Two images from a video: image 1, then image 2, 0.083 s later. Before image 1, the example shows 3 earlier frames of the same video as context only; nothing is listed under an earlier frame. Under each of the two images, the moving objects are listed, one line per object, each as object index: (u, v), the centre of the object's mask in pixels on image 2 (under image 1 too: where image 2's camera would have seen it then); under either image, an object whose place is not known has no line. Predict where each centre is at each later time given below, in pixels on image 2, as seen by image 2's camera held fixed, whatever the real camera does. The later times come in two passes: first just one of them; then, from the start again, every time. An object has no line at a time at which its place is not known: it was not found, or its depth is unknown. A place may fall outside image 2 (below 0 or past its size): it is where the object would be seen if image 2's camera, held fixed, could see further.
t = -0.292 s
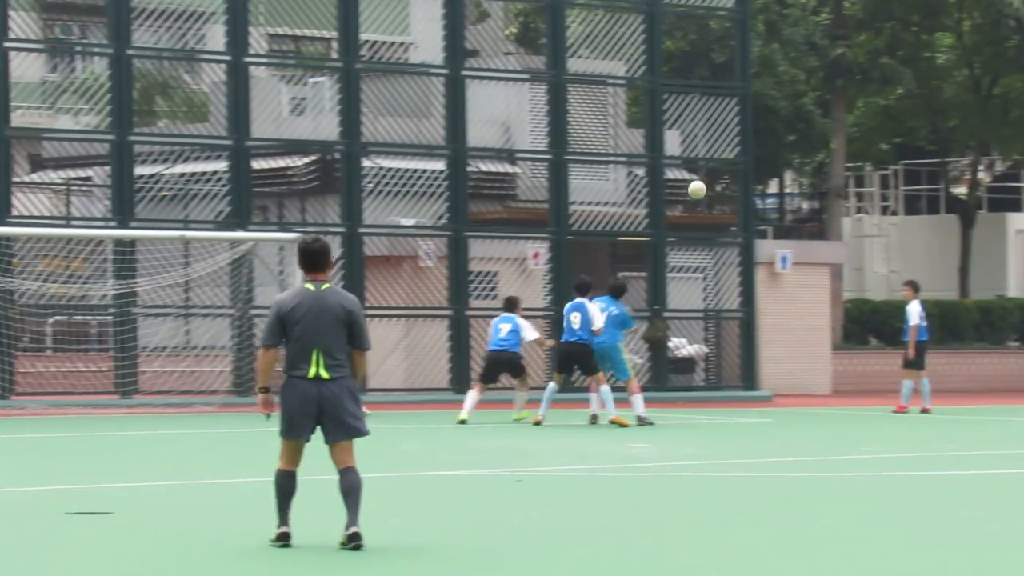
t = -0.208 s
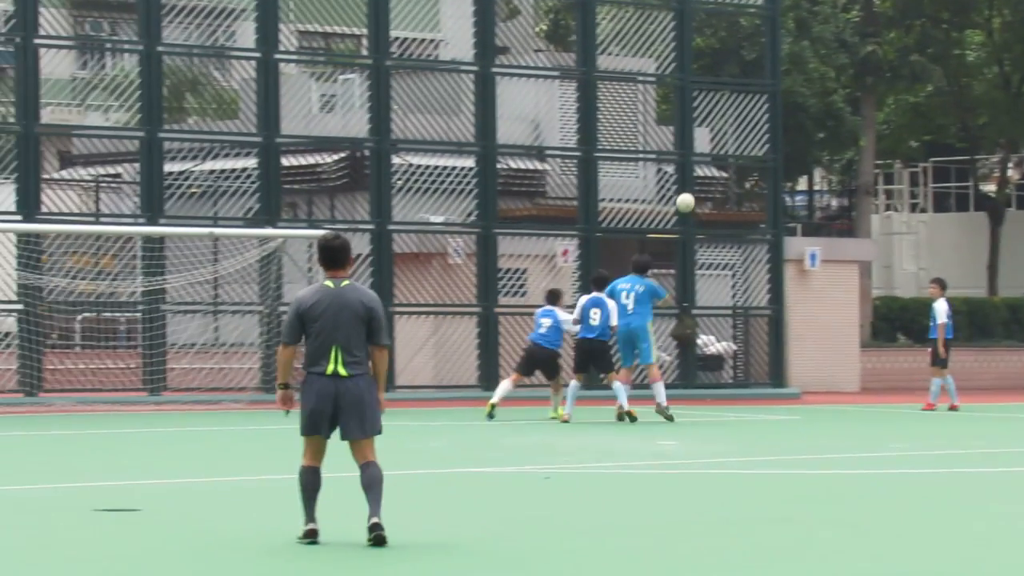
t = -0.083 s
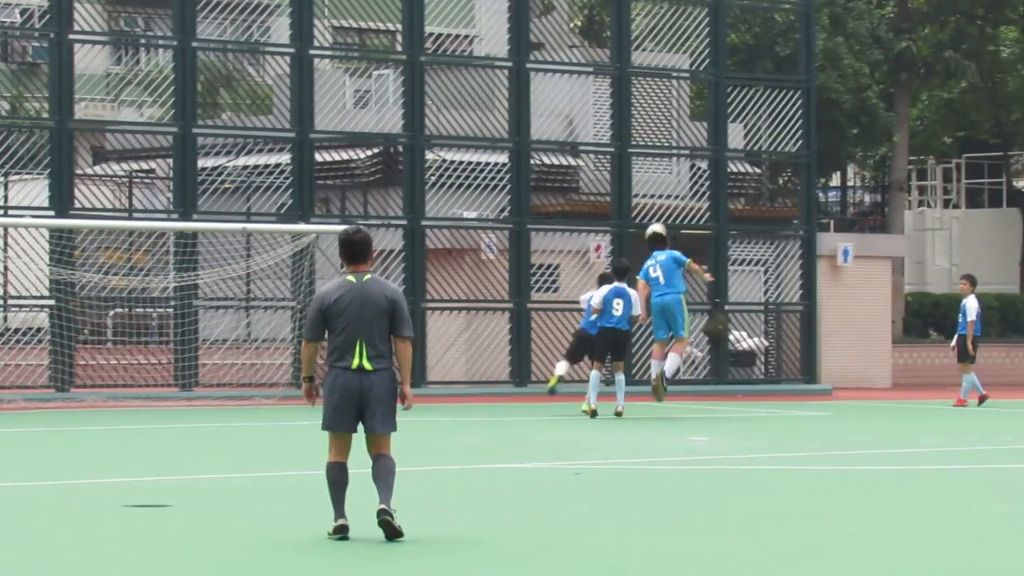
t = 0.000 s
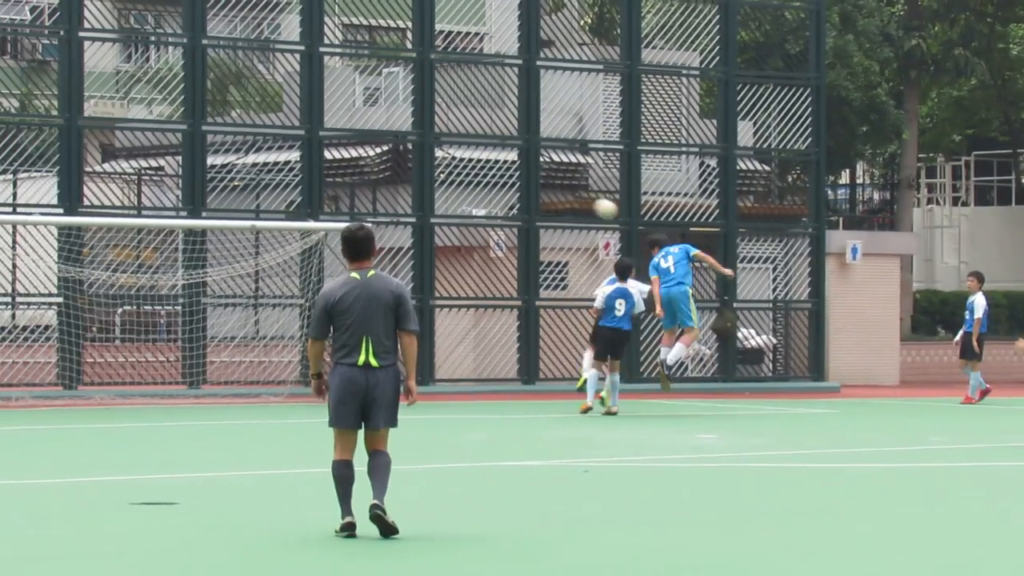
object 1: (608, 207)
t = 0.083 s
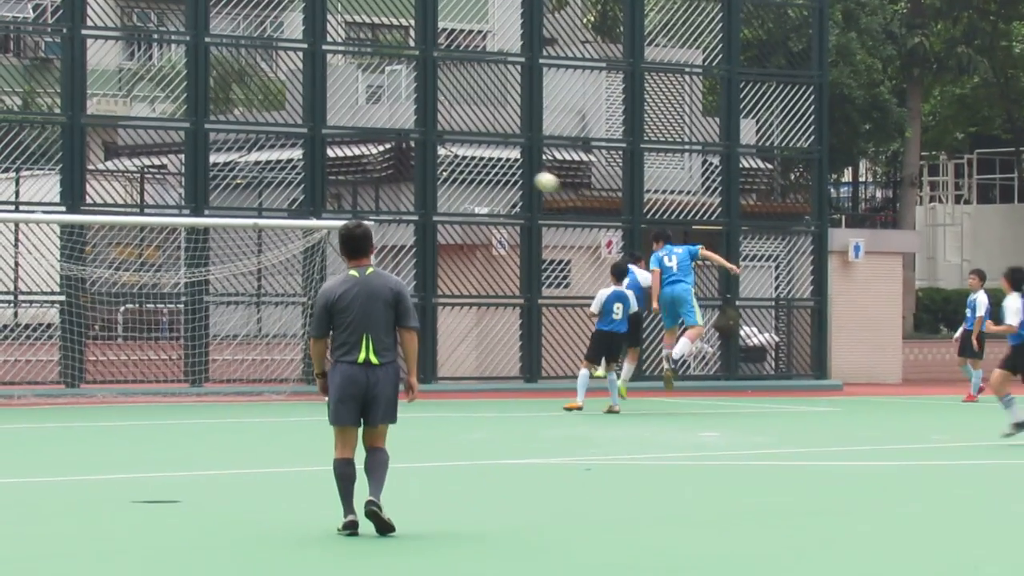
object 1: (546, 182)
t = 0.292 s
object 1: (394, 147)
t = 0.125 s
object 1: (516, 172)
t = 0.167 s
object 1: (485, 163)
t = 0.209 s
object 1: (454, 156)
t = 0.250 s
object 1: (425, 151)
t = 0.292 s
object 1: (394, 147)
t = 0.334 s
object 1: (364, 144)
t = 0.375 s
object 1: (334, 144)
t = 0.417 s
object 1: (303, 144)
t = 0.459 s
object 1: (273, 146)
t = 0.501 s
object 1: (242, 150)
